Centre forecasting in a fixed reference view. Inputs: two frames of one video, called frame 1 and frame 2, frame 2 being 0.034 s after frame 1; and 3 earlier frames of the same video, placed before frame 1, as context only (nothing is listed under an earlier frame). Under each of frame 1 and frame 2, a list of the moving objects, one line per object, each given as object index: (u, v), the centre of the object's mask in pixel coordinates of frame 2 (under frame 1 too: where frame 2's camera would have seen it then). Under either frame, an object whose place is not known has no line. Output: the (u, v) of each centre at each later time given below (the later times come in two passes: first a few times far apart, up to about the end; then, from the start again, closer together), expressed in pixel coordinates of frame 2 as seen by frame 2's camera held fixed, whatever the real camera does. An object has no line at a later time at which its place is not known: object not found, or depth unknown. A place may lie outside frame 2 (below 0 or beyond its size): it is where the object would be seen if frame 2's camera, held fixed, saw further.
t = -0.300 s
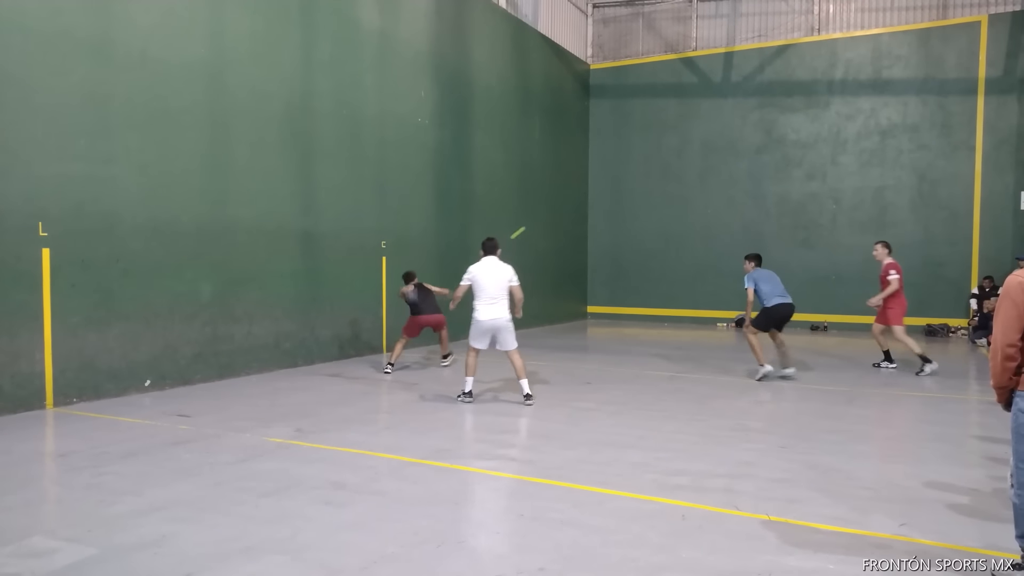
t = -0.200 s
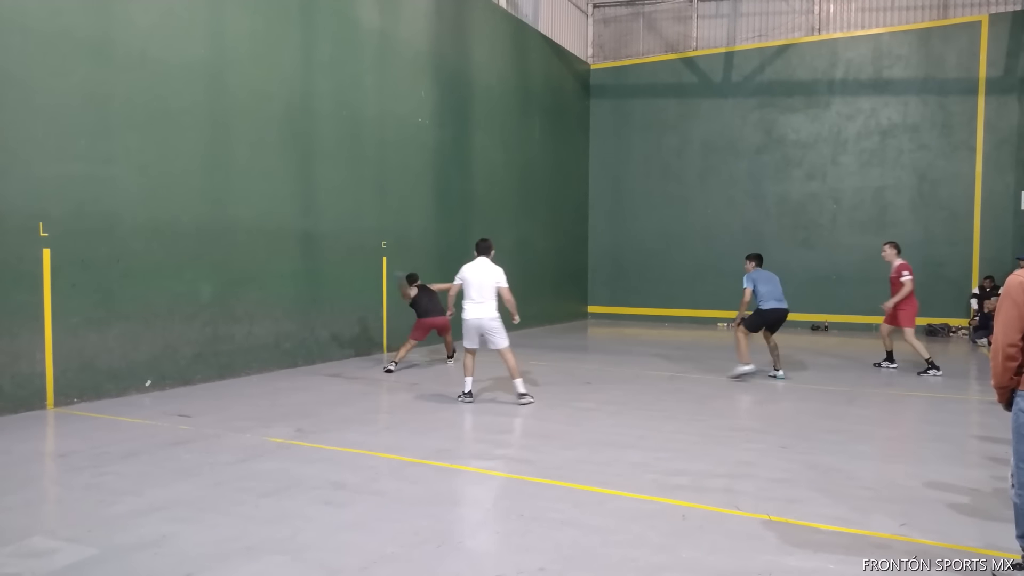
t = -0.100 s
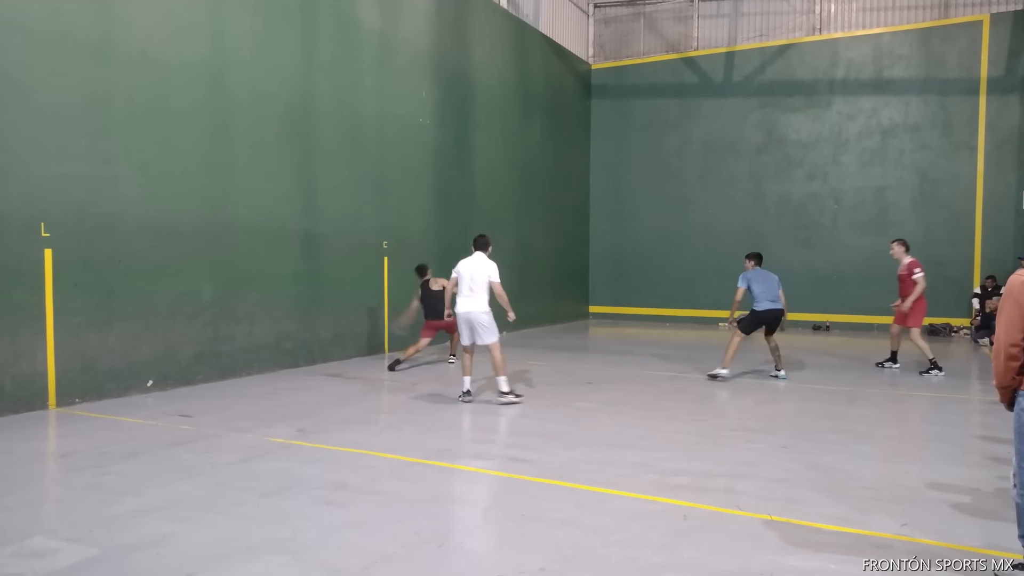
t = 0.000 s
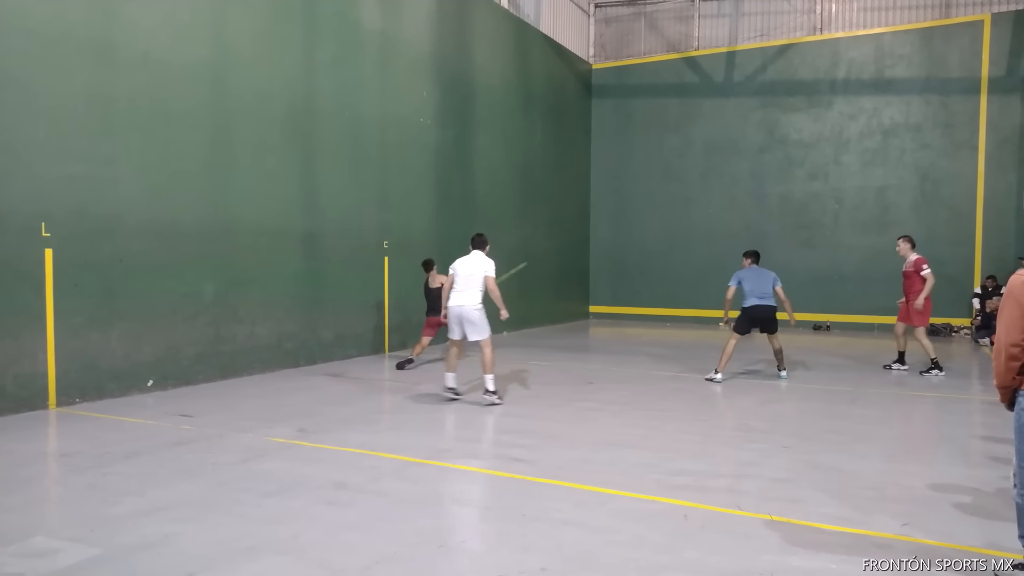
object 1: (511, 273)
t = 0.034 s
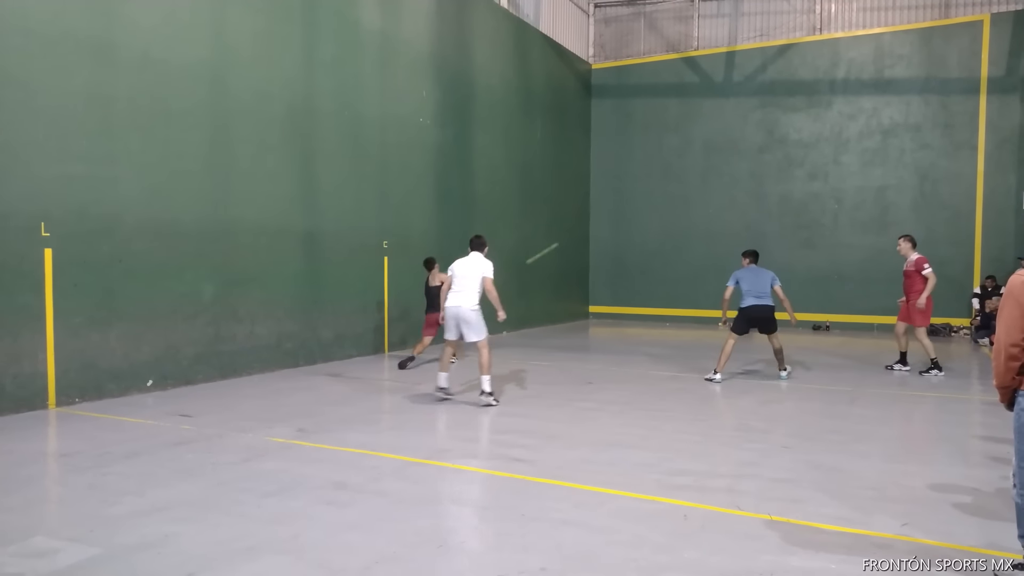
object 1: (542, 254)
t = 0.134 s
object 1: (624, 206)
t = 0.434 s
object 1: (706, 138)
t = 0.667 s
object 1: (691, 113)
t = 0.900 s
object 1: (671, 114)
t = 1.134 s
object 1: (636, 168)
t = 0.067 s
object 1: (572, 235)
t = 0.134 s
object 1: (624, 206)
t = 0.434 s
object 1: (706, 138)
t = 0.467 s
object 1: (704, 133)
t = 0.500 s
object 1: (702, 129)
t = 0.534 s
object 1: (700, 125)
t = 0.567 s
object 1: (698, 122)
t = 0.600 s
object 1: (696, 119)
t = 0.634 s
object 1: (693, 116)
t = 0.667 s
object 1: (691, 113)
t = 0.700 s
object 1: (689, 111)
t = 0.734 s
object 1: (686, 110)
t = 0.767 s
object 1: (683, 109)
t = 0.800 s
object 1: (680, 110)
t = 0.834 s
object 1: (677, 110)
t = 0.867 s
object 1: (674, 111)
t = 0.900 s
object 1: (671, 114)
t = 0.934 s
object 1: (667, 117)
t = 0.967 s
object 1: (663, 122)
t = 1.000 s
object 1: (658, 127)
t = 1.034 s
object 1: (653, 135)
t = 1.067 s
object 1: (648, 144)
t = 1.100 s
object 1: (643, 155)
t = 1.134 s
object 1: (636, 168)
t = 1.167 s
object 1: (630, 184)
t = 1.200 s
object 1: (622, 202)
